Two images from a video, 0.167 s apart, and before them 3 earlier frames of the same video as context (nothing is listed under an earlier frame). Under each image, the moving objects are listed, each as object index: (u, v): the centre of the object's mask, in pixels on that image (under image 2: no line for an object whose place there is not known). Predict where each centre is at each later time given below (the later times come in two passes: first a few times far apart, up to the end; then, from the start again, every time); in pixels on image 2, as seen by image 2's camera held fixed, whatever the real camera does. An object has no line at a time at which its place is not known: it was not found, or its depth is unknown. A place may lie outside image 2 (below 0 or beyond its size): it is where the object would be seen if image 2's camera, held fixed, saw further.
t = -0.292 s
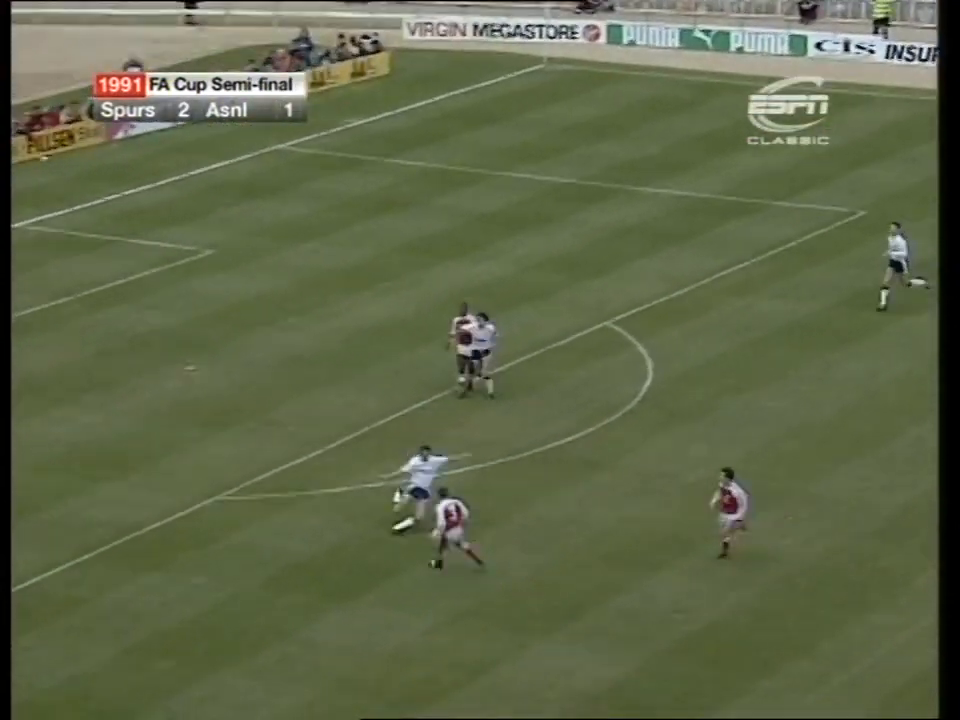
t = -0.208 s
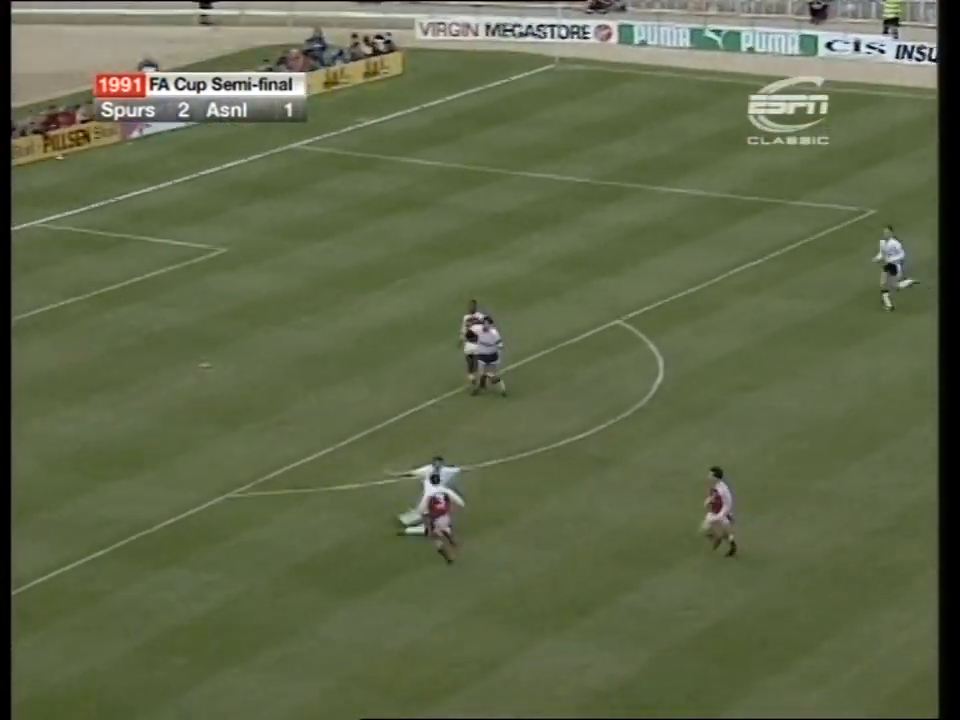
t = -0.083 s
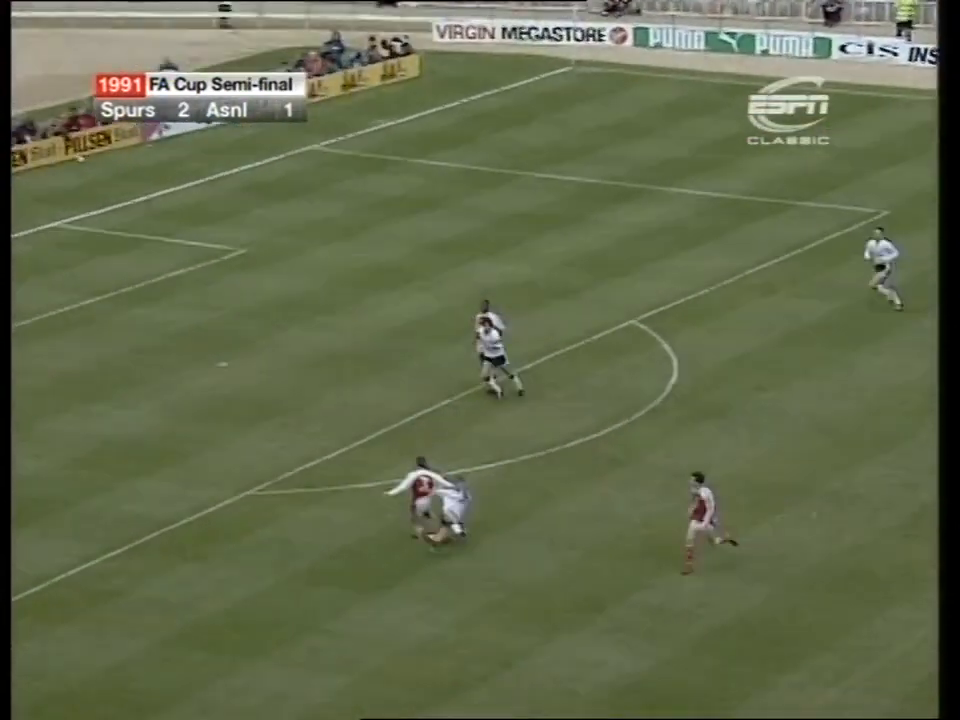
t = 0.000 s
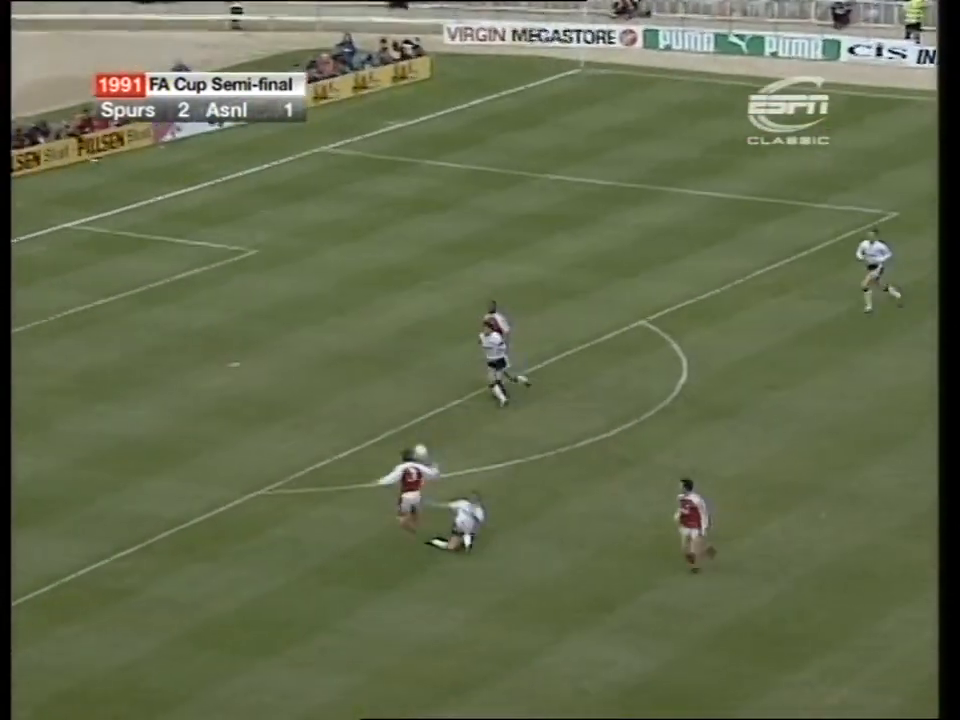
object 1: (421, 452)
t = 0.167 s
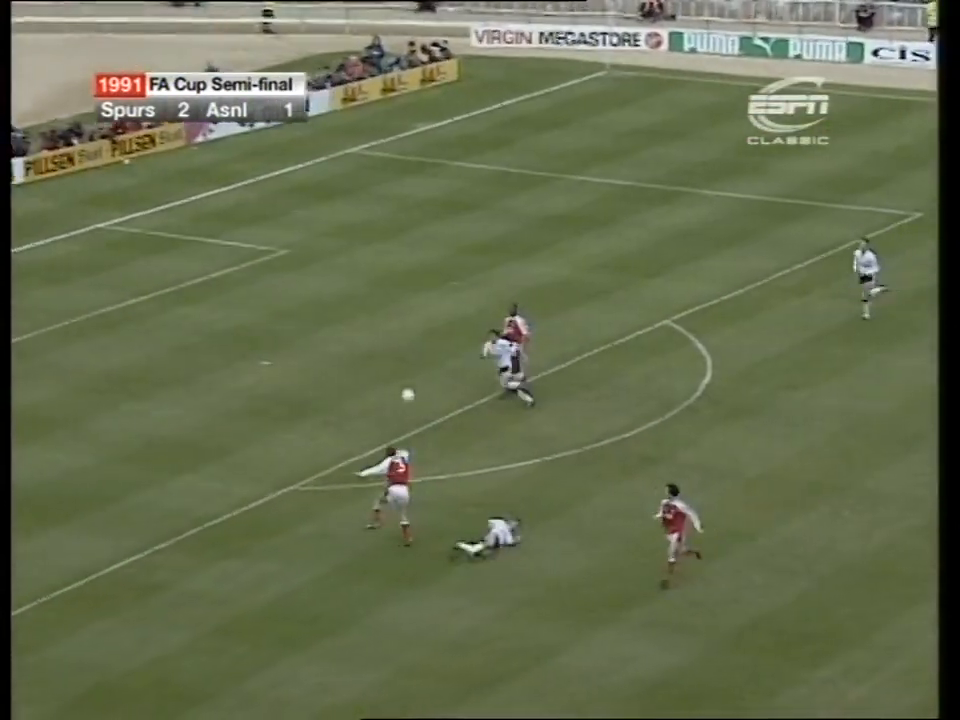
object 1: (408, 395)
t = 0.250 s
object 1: (389, 374)
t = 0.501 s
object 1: (333, 331)
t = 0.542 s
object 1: (324, 327)
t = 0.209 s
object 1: (399, 384)
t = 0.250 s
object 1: (389, 374)
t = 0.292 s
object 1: (379, 365)
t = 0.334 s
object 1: (370, 357)
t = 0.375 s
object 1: (361, 348)
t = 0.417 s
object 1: (351, 342)
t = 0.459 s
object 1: (342, 336)
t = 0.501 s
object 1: (333, 331)
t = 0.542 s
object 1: (324, 327)
